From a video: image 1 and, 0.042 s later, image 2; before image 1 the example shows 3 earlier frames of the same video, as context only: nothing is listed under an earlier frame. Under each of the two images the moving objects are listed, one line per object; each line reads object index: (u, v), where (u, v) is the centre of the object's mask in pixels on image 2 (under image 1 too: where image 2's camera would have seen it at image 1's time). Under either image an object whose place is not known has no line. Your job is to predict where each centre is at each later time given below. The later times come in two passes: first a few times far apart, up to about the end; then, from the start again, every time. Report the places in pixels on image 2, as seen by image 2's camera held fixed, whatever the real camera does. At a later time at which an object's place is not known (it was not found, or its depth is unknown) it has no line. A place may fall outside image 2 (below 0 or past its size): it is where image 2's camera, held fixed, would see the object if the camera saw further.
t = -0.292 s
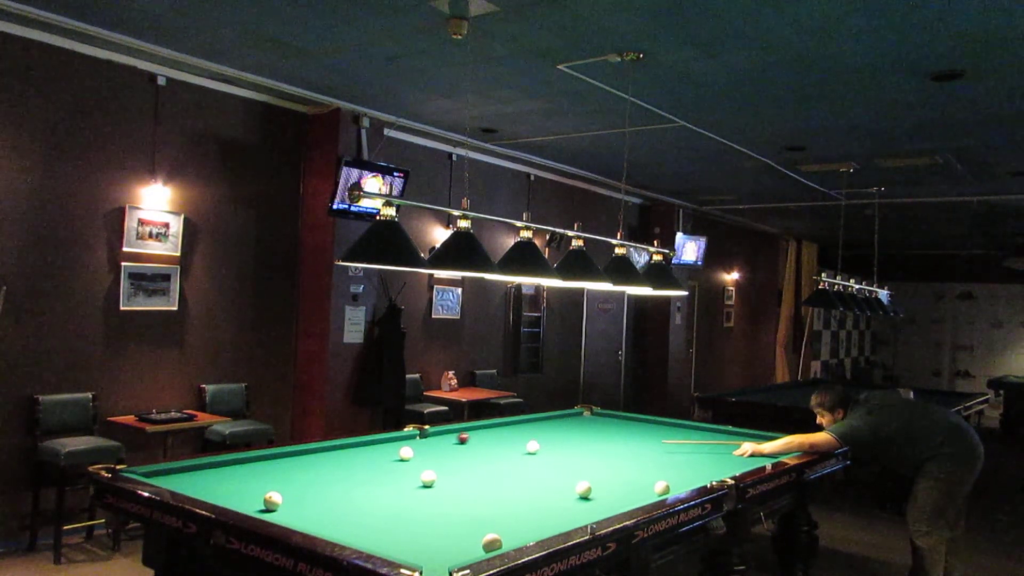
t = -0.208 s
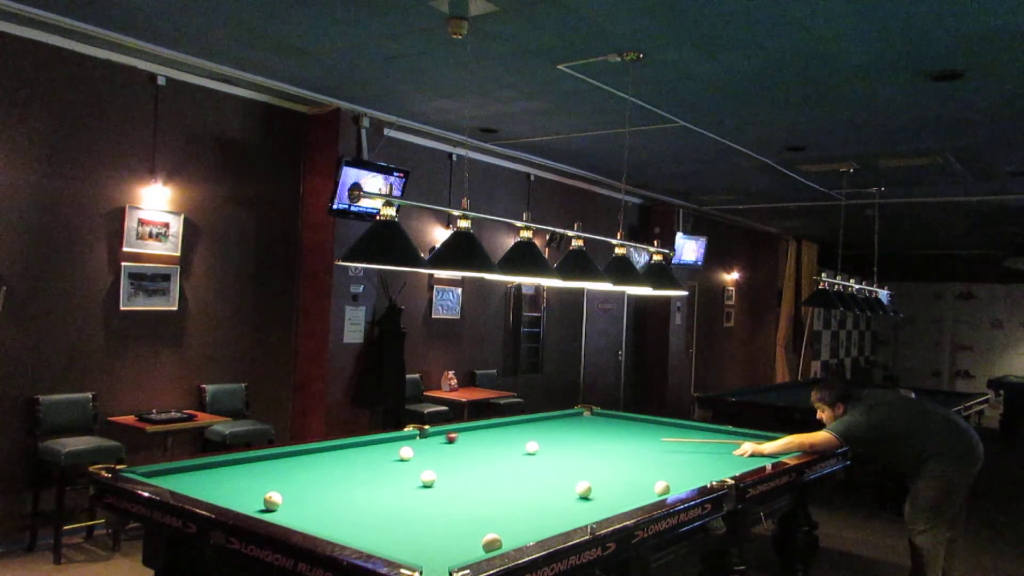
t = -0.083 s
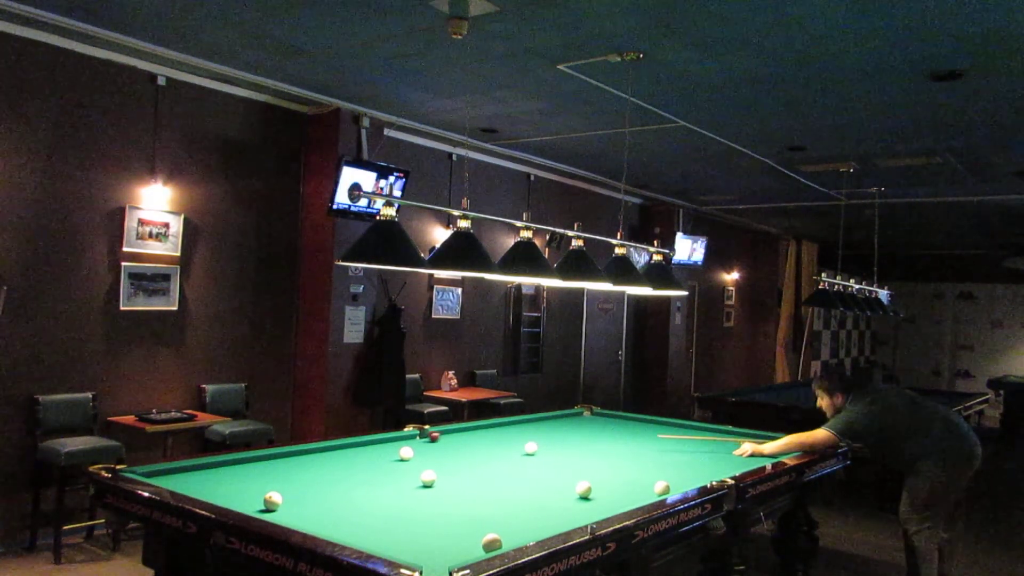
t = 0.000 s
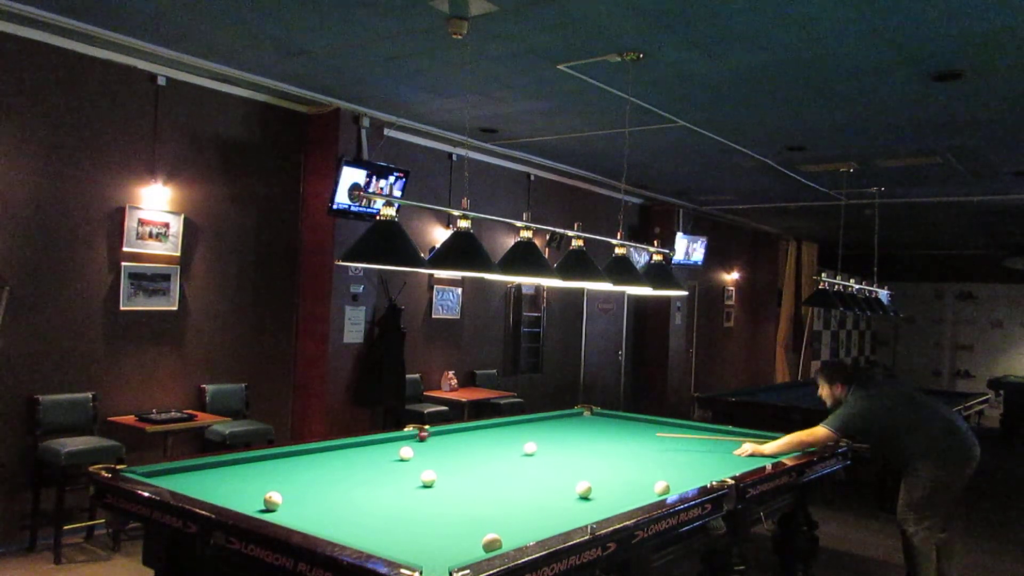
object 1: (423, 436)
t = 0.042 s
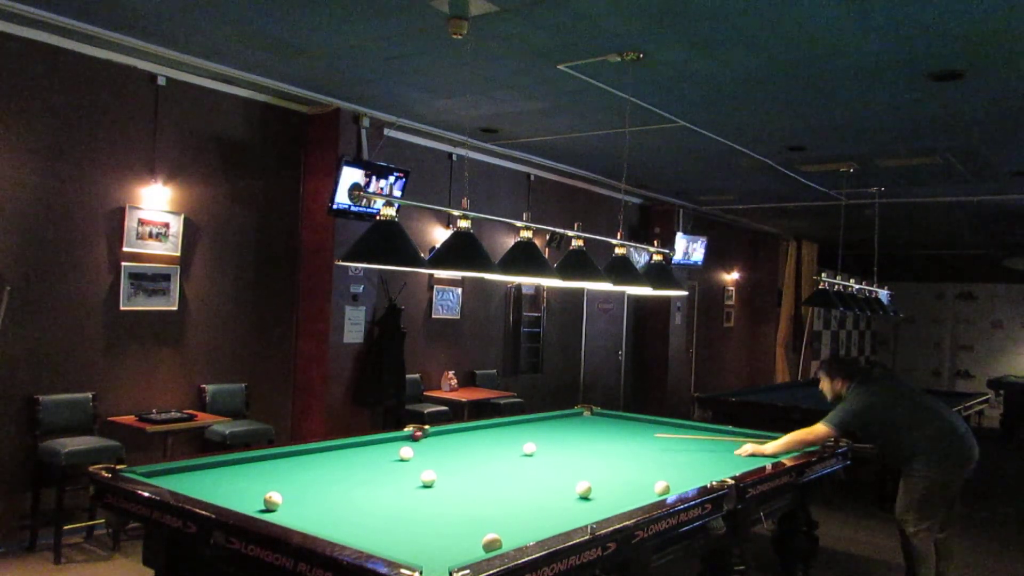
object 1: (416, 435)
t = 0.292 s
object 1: (418, 439)
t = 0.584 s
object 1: (422, 442)
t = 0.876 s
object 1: (427, 447)
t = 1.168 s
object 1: (431, 451)
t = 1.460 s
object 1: (435, 455)
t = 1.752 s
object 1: (439, 459)
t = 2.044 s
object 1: (443, 464)
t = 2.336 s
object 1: (447, 468)
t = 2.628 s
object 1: (451, 472)
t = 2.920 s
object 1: (455, 475)
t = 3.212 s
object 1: (458, 479)
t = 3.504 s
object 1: (462, 483)
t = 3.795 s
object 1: (465, 486)
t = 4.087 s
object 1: (468, 490)
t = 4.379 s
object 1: (471, 493)
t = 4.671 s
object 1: (473, 496)
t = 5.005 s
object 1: (476, 499)
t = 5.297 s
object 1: (478, 501)
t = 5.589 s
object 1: (479, 502)
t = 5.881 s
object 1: (481, 504)
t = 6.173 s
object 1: (482, 505)
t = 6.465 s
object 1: (484, 504)
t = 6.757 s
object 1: (483, 506)
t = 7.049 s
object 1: (484, 506)
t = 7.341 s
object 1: (484, 505)
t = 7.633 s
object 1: (484, 506)
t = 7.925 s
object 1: (484, 506)
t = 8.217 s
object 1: (484, 506)
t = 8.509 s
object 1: (484, 506)
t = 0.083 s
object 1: (415, 436)
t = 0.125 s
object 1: (416, 437)
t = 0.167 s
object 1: (417, 437)
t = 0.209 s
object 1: (418, 438)
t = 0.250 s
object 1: (418, 438)
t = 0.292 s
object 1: (418, 439)
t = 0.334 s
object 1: (419, 439)
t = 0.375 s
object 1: (420, 440)
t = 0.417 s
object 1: (420, 440)
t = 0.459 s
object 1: (421, 441)
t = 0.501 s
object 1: (421, 441)
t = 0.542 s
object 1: (422, 442)
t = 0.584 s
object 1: (422, 442)
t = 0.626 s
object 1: (423, 443)
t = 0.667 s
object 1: (424, 444)
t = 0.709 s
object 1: (424, 445)
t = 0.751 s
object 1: (425, 445)
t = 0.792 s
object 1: (425, 446)
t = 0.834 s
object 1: (426, 446)
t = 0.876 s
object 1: (427, 447)
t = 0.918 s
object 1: (427, 448)
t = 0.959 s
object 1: (428, 448)
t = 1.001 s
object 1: (428, 449)
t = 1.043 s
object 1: (429, 449)
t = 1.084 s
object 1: (430, 450)
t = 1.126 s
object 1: (430, 450)
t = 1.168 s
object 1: (431, 451)
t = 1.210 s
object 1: (431, 452)
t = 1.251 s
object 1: (432, 452)
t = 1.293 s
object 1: (433, 453)
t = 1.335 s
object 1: (433, 453)
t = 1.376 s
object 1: (434, 454)
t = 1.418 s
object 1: (434, 455)
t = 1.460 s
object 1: (435, 455)
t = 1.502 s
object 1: (435, 456)
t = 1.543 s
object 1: (436, 456)
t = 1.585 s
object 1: (437, 457)
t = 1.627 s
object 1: (437, 457)
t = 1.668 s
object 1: (438, 458)
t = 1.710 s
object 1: (438, 459)
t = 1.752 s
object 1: (439, 459)
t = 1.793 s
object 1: (440, 460)
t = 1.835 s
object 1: (440, 461)
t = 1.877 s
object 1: (441, 461)
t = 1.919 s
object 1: (441, 462)
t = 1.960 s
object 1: (442, 462)
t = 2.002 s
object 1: (442, 463)
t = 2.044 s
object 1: (443, 464)
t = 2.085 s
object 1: (443, 464)
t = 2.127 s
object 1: (444, 465)
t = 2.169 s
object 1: (445, 465)
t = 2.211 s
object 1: (445, 466)
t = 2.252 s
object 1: (446, 466)
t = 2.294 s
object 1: (446, 467)
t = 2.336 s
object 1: (447, 468)
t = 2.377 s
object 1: (448, 468)
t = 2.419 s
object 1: (448, 469)
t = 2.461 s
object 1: (449, 469)
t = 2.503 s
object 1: (449, 470)
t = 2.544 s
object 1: (450, 470)
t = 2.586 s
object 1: (450, 471)
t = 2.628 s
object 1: (451, 472)
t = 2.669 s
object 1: (452, 472)
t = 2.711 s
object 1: (452, 473)
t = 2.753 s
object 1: (453, 473)
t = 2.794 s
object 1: (453, 474)
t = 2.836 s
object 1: (454, 474)
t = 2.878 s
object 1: (454, 475)
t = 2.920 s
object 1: (455, 475)
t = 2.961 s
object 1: (455, 476)
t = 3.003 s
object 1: (456, 477)
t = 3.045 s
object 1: (456, 477)
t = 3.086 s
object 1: (457, 478)
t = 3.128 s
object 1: (457, 478)
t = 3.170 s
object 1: (458, 479)
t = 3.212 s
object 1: (458, 479)
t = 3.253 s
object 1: (459, 480)
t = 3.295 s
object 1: (459, 480)
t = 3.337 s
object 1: (460, 481)
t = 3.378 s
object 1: (460, 481)
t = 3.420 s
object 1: (461, 482)
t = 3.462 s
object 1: (461, 482)
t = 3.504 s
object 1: (462, 483)
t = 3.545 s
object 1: (462, 484)
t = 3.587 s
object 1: (463, 484)
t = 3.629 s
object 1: (463, 485)
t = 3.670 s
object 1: (464, 485)
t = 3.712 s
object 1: (464, 486)
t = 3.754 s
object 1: (465, 486)
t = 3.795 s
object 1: (465, 486)
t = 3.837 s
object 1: (466, 487)
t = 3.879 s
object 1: (466, 487)
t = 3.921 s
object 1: (466, 488)
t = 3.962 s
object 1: (467, 488)
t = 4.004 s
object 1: (467, 489)
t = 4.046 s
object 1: (468, 489)
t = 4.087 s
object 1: (468, 490)
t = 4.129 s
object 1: (468, 490)
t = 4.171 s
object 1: (469, 491)
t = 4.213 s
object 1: (469, 491)
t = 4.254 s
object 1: (470, 492)
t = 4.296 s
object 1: (470, 492)
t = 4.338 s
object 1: (470, 493)
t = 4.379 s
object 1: (471, 493)
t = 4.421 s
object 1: (471, 493)
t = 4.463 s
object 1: (471, 494)
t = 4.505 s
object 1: (472, 494)
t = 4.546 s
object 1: (472, 495)
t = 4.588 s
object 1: (473, 495)
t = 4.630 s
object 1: (473, 495)
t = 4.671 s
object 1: (473, 496)
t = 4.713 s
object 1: (474, 496)
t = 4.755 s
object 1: (474, 497)
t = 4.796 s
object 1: (474, 497)
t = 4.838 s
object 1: (475, 497)
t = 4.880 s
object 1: (475, 498)
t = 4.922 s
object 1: (475, 498)
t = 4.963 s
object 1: (475, 498)
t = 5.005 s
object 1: (476, 499)
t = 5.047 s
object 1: (476, 499)
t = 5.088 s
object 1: (476, 499)
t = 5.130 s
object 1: (477, 500)
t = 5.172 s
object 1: (477, 500)
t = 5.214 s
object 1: (477, 500)
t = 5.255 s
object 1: (477, 500)
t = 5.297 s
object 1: (478, 501)
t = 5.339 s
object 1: (478, 501)
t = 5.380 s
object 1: (478, 501)
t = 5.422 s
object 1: (478, 501)
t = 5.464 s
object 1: (479, 502)
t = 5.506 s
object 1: (479, 502)
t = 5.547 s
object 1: (479, 502)
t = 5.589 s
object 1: (479, 502)
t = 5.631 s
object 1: (479, 503)
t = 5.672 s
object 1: (480, 503)
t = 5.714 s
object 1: (480, 503)
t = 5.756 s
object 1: (480, 503)
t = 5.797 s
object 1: (480, 503)
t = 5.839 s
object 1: (480, 504)
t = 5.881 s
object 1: (481, 504)
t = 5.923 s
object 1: (481, 504)
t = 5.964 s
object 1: (481, 504)
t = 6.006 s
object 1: (481, 504)
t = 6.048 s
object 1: (481, 504)
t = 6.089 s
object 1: (482, 504)
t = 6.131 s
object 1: (482, 505)
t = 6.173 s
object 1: (482, 505)
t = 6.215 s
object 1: (482, 505)
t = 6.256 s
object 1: (482, 505)
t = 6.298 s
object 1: (482, 505)
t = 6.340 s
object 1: (482, 505)
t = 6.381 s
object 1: (482, 505)
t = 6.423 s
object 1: (482, 505)
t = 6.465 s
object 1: (484, 504)
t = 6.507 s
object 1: (484, 504)
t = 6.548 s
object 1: (484, 504)
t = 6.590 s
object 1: (484, 505)
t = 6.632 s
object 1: (483, 506)
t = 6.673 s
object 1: (483, 506)
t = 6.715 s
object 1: (483, 506)
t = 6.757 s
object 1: (483, 506)
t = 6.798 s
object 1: (483, 506)
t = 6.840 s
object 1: (483, 506)
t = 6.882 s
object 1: (483, 506)
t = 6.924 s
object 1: (483, 506)
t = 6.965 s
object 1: (483, 506)
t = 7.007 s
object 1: (484, 506)
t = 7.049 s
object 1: (484, 506)
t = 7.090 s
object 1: (484, 506)
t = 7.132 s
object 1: (484, 506)
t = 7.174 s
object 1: (484, 506)
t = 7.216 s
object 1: (484, 506)
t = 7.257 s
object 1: (484, 506)
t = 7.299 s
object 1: (484, 506)
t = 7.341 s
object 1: (484, 505)
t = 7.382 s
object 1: (484, 505)
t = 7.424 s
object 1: (484, 506)
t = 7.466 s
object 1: (484, 505)
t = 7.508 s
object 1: (484, 506)
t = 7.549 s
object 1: (484, 506)
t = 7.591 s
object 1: (484, 506)
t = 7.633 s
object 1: (484, 506)
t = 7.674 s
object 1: (484, 506)
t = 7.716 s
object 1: (484, 506)
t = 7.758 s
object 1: (484, 506)
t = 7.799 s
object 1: (484, 506)
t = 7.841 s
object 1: (484, 506)
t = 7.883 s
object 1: (484, 506)
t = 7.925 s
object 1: (484, 506)
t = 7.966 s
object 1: (484, 506)
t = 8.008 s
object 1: (484, 506)
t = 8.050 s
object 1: (484, 506)
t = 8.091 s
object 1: (484, 506)
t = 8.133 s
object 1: (484, 506)
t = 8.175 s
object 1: (484, 506)
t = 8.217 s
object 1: (484, 506)
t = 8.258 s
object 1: (484, 506)
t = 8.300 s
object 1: (484, 506)
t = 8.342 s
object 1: (484, 506)
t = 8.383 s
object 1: (484, 506)
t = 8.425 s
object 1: (484, 506)
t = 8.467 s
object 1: (484, 506)
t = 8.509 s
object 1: (484, 506)
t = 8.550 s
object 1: (484, 506)
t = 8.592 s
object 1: (484, 506)
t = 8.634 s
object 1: (484, 506)
